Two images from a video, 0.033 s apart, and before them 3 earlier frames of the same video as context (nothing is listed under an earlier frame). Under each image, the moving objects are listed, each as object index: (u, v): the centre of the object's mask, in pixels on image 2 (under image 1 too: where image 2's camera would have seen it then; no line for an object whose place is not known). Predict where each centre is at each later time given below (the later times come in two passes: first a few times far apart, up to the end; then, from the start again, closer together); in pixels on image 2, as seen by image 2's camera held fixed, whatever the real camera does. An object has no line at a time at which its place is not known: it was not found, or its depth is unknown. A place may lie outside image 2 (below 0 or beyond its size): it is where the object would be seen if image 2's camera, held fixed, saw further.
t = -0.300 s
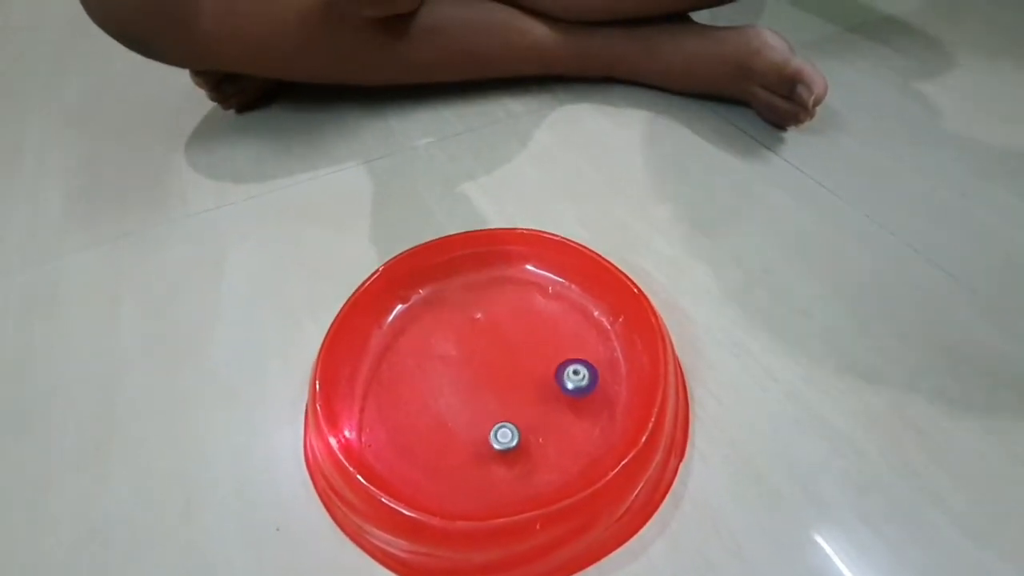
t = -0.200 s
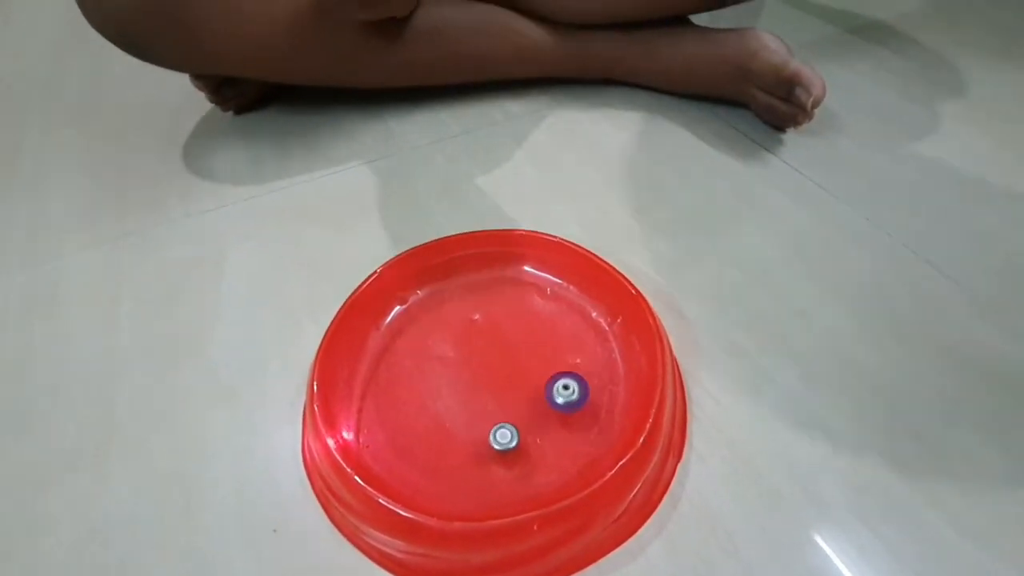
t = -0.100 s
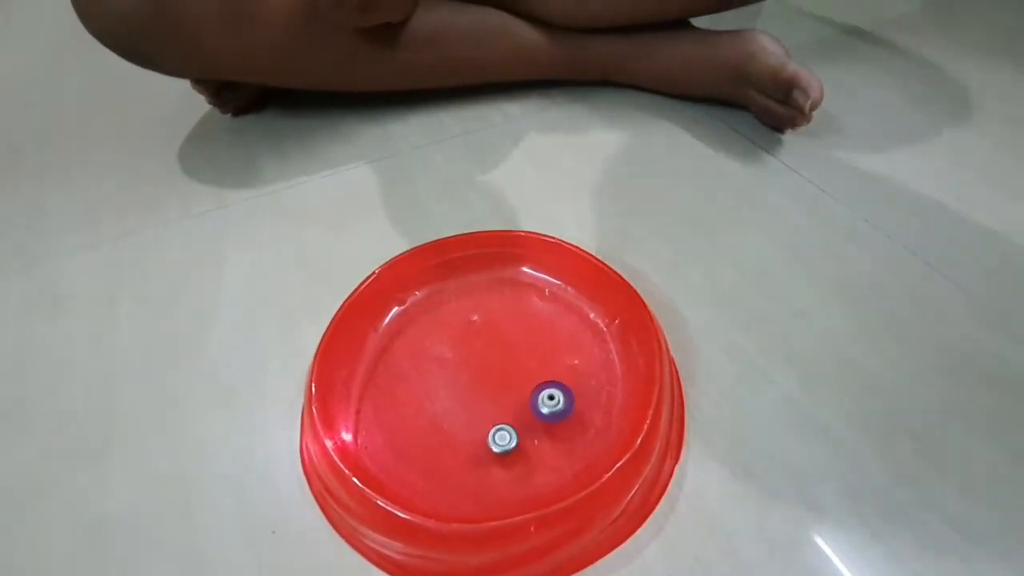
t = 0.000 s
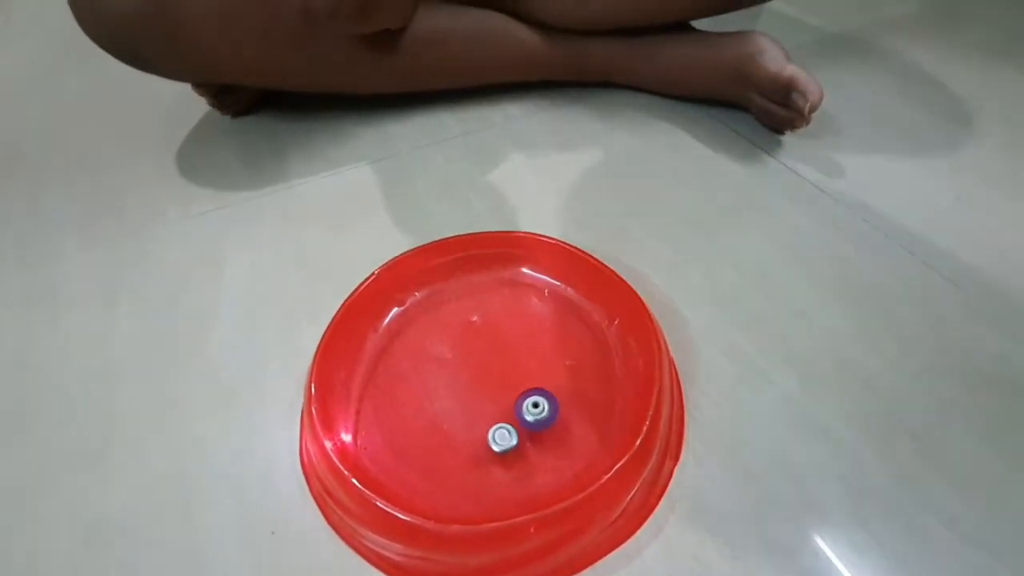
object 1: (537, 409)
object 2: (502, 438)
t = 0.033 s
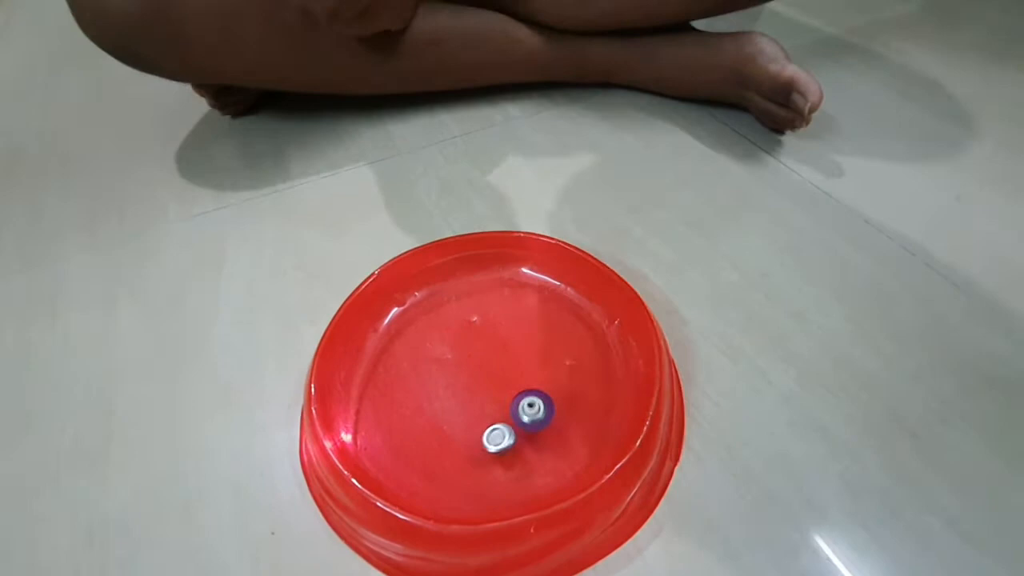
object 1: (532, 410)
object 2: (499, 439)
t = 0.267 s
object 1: (516, 380)
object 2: (481, 434)
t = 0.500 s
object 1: (475, 359)
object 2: (490, 399)
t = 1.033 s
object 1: (434, 397)
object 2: (505, 396)
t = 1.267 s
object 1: (472, 373)
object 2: (504, 387)
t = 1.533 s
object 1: (457, 337)
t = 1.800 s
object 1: (431, 355)
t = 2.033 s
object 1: (455, 376)
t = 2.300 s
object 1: (484, 352)
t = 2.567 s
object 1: (464, 332)
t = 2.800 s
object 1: (459, 352)
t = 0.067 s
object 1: (531, 406)
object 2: (491, 444)
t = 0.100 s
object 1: (531, 401)
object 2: (489, 447)
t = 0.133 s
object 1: (529, 396)
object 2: (489, 447)
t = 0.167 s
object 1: (527, 392)
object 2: (488, 447)
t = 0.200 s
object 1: (524, 387)
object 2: (486, 444)
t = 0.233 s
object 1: (520, 383)
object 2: (483, 440)
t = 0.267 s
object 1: (516, 380)
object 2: (481, 434)
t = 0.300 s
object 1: (511, 376)
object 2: (480, 428)
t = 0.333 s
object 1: (505, 373)
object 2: (480, 421)
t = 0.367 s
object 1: (501, 371)
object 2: (481, 413)
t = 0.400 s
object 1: (494, 369)
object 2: (483, 405)
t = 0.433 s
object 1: (488, 366)
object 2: (485, 403)
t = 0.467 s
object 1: (481, 361)
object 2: (487, 401)
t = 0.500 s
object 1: (475, 359)
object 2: (490, 399)
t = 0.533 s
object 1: (468, 356)
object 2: (494, 398)
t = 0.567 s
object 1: (460, 355)
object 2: (496, 396)
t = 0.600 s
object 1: (453, 355)
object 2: (499, 396)
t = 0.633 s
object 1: (445, 357)
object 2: (502, 396)
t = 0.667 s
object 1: (439, 360)
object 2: (504, 396)
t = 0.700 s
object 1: (432, 363)
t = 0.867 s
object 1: (416, 384)
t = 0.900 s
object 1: (417, 389)
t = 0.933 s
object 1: (419, 392)
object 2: (507, 397)
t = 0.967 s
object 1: (423, 394)
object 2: (506, 397)
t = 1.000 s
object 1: (428, 396)
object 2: (506, 396)
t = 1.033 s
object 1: (434, 397)
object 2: (505, 396)
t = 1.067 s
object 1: (441, 396)
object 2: (505, 396)
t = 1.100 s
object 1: (448, 395)
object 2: (505, 394)
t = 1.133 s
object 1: (454, 392)
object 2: (504, 393)
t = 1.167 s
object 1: (460, 388)
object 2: (504, 392)
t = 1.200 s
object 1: (465, 384)
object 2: (504, 390)
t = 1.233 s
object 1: (470, 378)
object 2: (504, 389)
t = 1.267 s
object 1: (472, 373)
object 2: (504, 387)
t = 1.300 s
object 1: (474, 367)
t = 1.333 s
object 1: (475, 361)
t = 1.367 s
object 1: (474, 355)
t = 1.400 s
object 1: (472, 350)
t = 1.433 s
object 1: (469, 346)
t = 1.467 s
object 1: (466, 342)
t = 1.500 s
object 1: (461, 339)
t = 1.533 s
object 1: (457, 337)
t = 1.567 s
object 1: (453, 336)
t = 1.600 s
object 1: (448, 336)
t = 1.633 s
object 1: (443, 338)
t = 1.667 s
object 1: (440, 340)
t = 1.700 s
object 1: (436, 343)
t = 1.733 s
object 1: (434, 347)
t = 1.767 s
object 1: (431, 351)
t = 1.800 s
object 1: (431, 355)
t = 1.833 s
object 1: (431, 360)
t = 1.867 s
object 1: (433, 364)
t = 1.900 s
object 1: (436, 368)
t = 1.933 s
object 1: (440, 371)
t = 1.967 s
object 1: (444, 374)
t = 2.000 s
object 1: (450, 376)
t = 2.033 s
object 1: (455, 376)
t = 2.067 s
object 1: (461, 376)
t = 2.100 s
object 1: (466, 374)
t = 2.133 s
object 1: (471, 372)
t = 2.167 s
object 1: (476, 369)
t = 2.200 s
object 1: (479, 366)
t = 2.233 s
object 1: (482, 361)
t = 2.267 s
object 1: (483, 357)
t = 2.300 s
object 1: (484, 352)
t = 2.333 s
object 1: (484, 348)
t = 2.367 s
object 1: (482, 343)
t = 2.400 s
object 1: (480, 339)
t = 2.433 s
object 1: (477, 336)
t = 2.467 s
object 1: (474, 334)
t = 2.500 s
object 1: (471, 332)
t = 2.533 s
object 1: (467, 332)
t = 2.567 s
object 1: (464, 332)
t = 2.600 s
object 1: (461, 334)
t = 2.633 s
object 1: (459, 336)
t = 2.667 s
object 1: (458, 339)
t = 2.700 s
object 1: (456, 342)
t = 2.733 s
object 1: (456, 345)
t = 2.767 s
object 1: (457, 349)
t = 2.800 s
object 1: (459, 352)
